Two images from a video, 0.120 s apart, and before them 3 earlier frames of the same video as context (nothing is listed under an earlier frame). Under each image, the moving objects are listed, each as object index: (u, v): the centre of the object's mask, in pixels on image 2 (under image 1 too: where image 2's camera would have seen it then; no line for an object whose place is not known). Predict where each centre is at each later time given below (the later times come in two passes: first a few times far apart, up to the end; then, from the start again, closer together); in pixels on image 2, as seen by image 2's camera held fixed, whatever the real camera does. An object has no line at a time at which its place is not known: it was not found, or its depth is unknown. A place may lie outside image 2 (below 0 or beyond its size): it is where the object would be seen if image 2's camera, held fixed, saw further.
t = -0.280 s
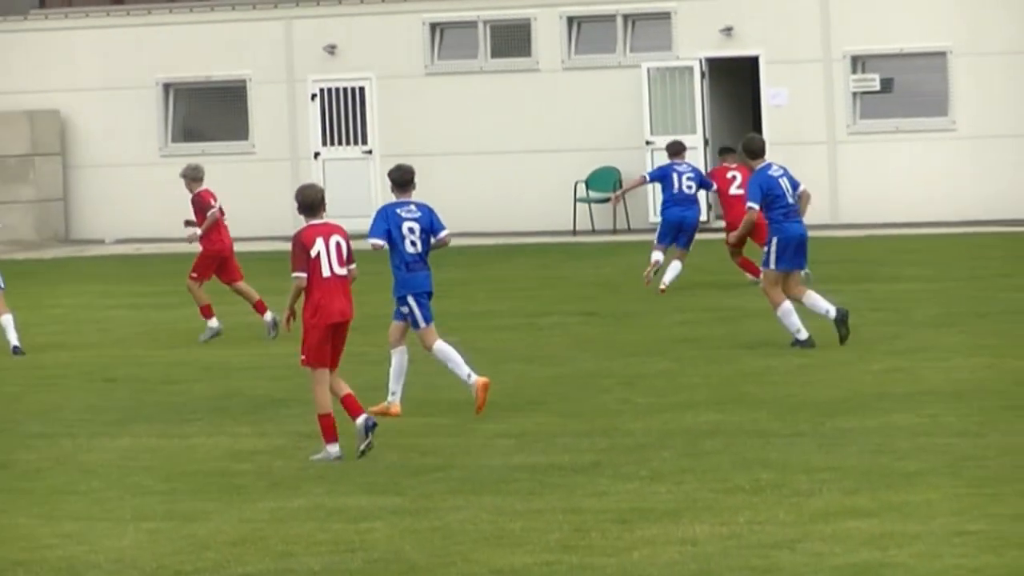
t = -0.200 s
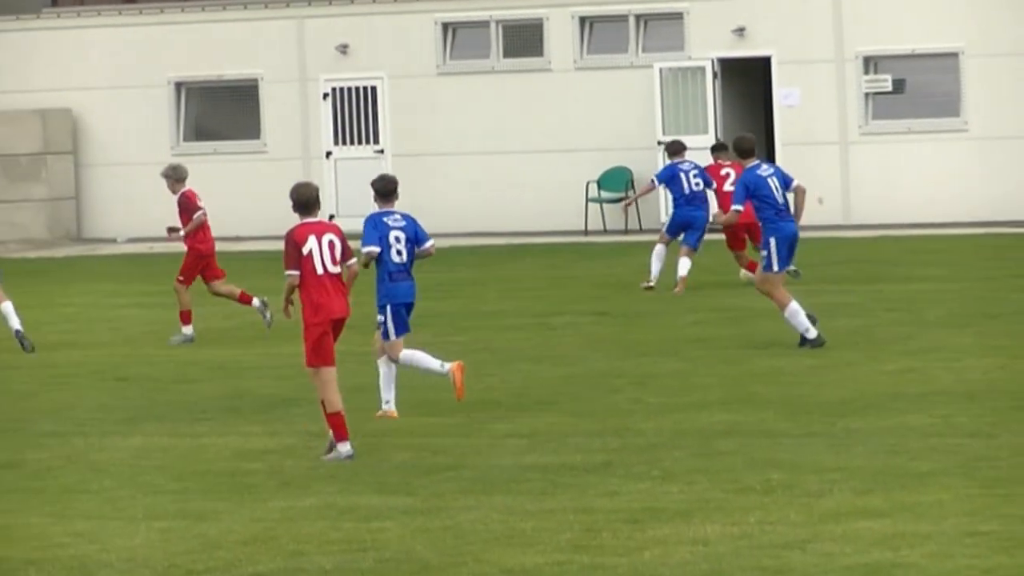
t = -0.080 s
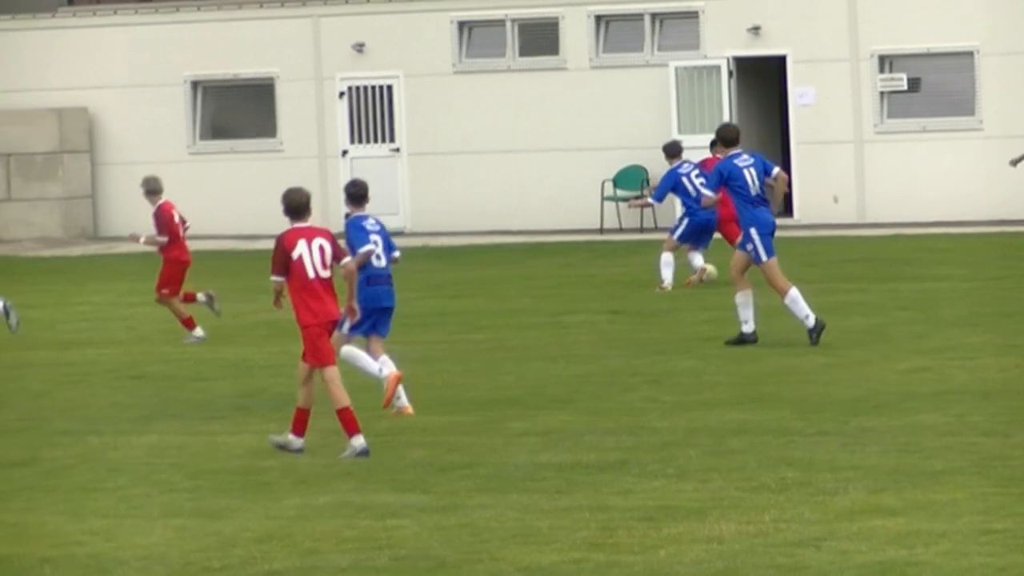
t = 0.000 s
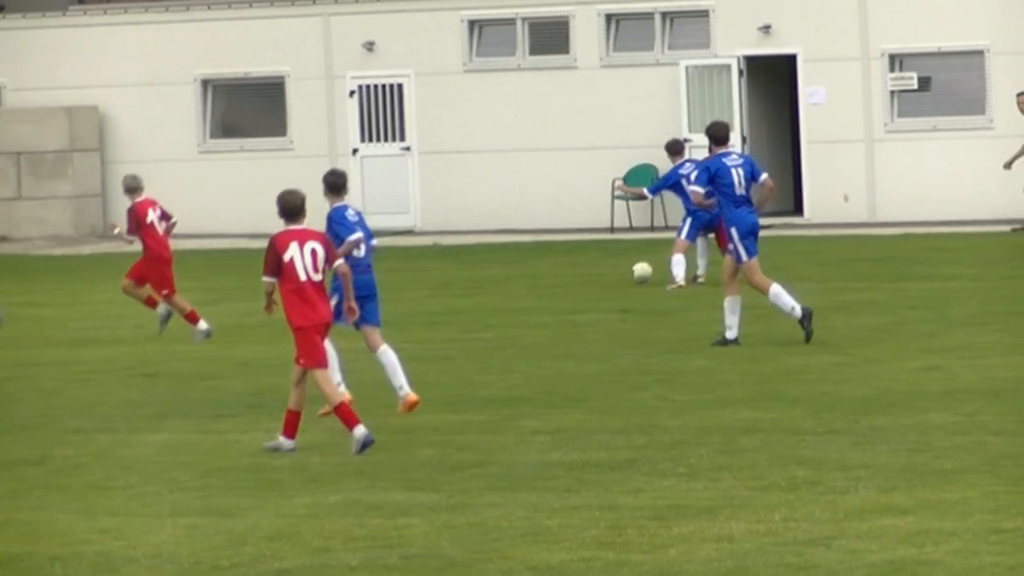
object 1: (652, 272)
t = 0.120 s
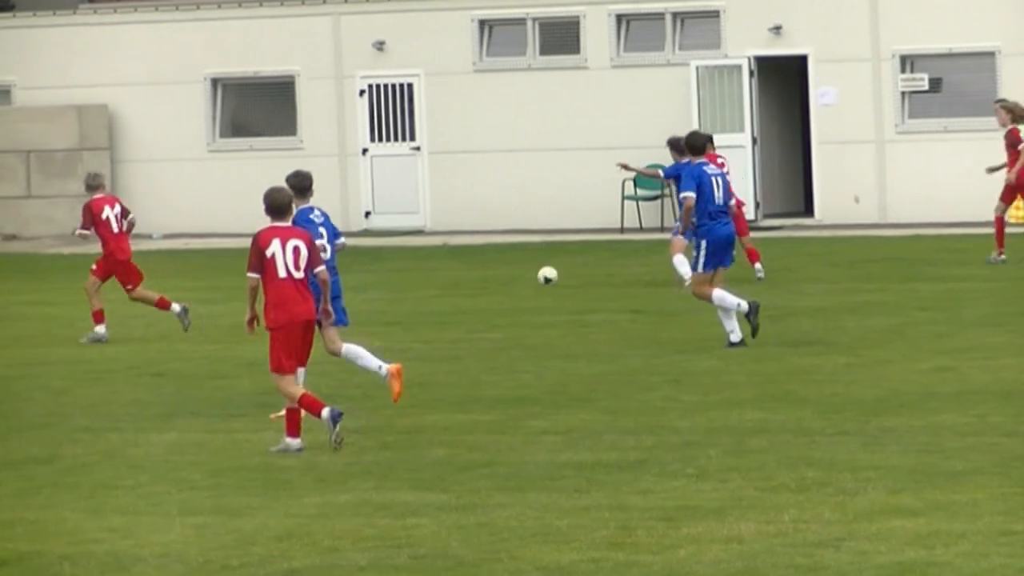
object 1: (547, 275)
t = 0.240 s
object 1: (464, 270)
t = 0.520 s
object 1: (306, 275)
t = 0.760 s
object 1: (202, 277)
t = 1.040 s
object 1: (92, 280)
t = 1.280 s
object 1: (4, 280)
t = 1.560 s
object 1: (-89, 285)
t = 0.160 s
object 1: (519, 273)
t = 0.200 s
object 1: (492, 270)
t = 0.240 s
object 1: (464, 270)
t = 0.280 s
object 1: (437, 272)
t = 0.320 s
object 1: (410, 275)
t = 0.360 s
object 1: (384, 278)
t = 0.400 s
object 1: (363, 275)
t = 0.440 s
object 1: (344, 275)
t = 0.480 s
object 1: (325, 274)
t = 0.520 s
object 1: (306, 275)
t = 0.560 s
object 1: (287, 276)
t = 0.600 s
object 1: (270, 278)
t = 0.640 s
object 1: (253, 276)
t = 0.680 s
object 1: (236, 274)
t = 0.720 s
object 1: (219, 275)
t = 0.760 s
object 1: (202, 277)
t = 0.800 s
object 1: (186, 279)
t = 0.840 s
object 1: (170, 278)
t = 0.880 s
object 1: (153, 278)
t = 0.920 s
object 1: (137, 278)
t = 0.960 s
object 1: (121, 279)
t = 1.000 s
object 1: (107, 280)
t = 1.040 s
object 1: (92, 280)
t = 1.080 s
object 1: (77, 280)
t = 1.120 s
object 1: (62, 281)
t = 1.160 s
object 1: (47, 281)
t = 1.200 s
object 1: (32, 281)
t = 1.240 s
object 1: (17, 281)
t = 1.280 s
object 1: (4, 280)
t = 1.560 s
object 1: (-89, 285)
